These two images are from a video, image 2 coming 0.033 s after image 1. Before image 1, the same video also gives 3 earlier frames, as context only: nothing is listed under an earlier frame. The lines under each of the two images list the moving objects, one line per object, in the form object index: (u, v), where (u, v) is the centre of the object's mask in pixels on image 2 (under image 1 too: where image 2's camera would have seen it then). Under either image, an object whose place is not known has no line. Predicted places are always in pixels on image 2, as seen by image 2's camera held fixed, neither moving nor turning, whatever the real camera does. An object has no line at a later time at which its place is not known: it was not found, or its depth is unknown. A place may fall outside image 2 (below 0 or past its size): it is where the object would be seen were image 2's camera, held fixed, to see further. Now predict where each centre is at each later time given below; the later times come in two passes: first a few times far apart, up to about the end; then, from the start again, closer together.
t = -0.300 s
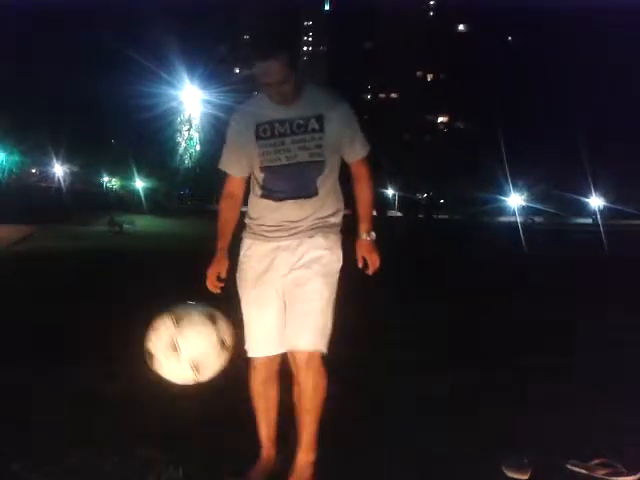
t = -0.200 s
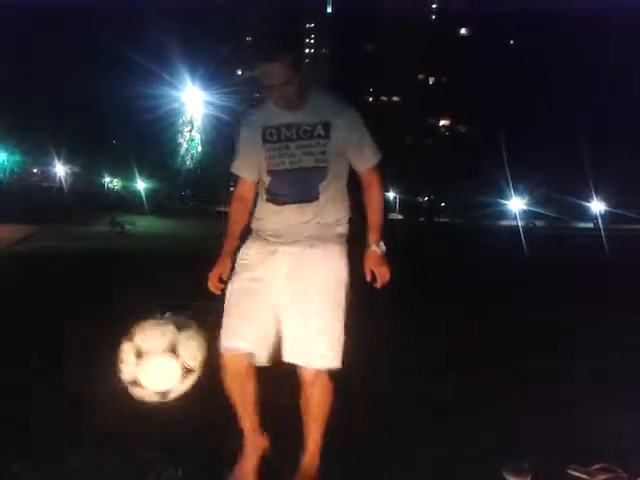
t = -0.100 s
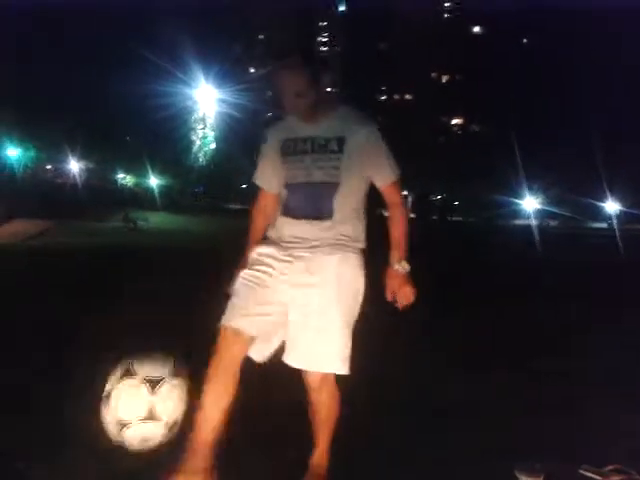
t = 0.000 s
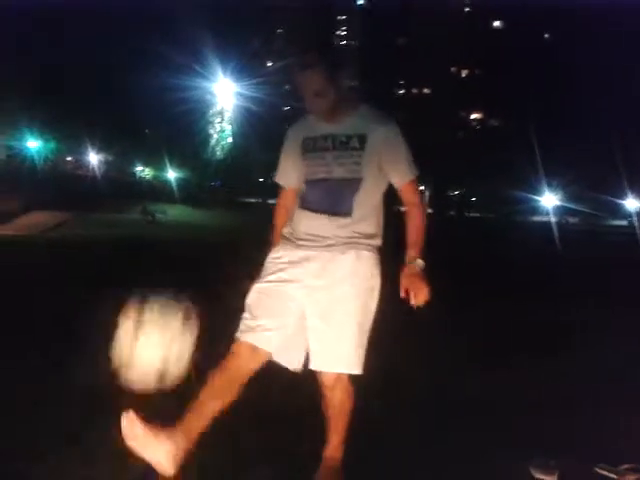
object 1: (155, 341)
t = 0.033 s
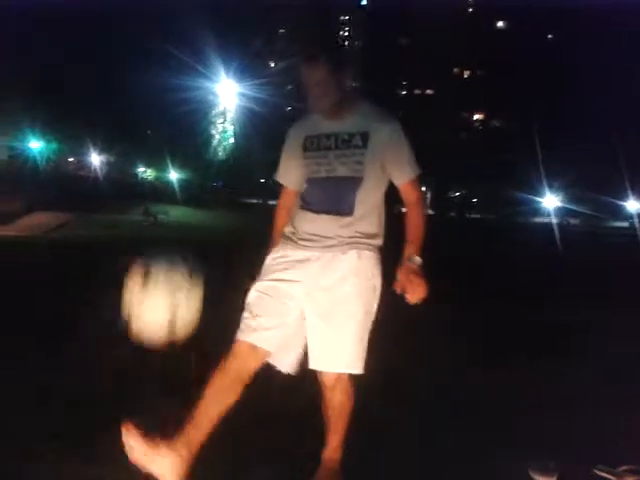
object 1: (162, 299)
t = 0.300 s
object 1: (200, 114)
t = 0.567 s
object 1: (219, 148)
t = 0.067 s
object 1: (167, 263)
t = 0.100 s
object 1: (175, 228)
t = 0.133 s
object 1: (182, 204)
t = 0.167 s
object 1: (185, 174)
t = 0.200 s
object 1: (191, 152)
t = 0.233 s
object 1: (196, 135)
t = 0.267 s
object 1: (200, 125)
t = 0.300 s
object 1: (200, 114)
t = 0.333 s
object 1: (204, 106)
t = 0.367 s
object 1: (206, 103)
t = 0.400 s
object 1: (208, 103)
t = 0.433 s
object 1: (210, 107)
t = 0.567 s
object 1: (219, 148)
